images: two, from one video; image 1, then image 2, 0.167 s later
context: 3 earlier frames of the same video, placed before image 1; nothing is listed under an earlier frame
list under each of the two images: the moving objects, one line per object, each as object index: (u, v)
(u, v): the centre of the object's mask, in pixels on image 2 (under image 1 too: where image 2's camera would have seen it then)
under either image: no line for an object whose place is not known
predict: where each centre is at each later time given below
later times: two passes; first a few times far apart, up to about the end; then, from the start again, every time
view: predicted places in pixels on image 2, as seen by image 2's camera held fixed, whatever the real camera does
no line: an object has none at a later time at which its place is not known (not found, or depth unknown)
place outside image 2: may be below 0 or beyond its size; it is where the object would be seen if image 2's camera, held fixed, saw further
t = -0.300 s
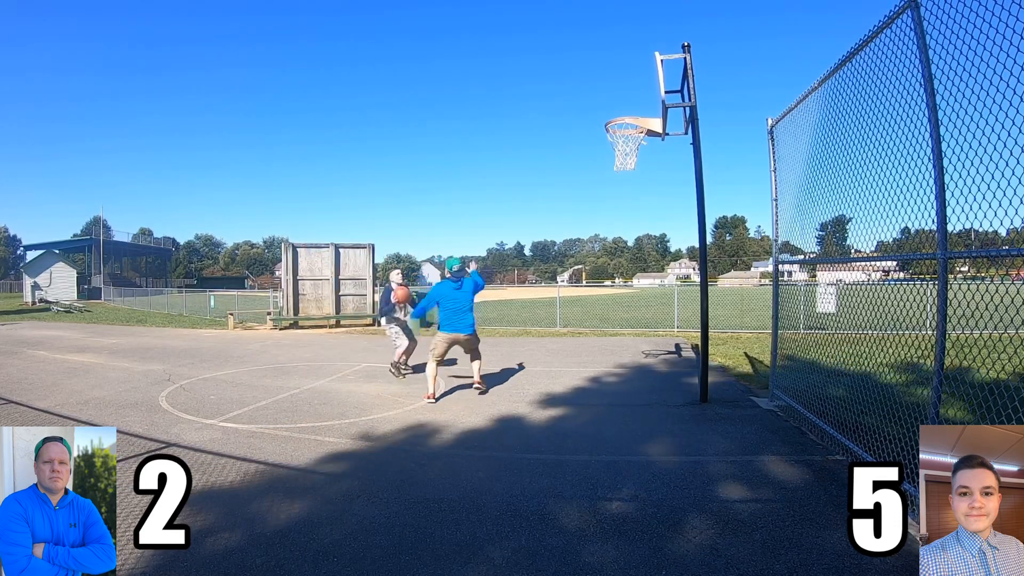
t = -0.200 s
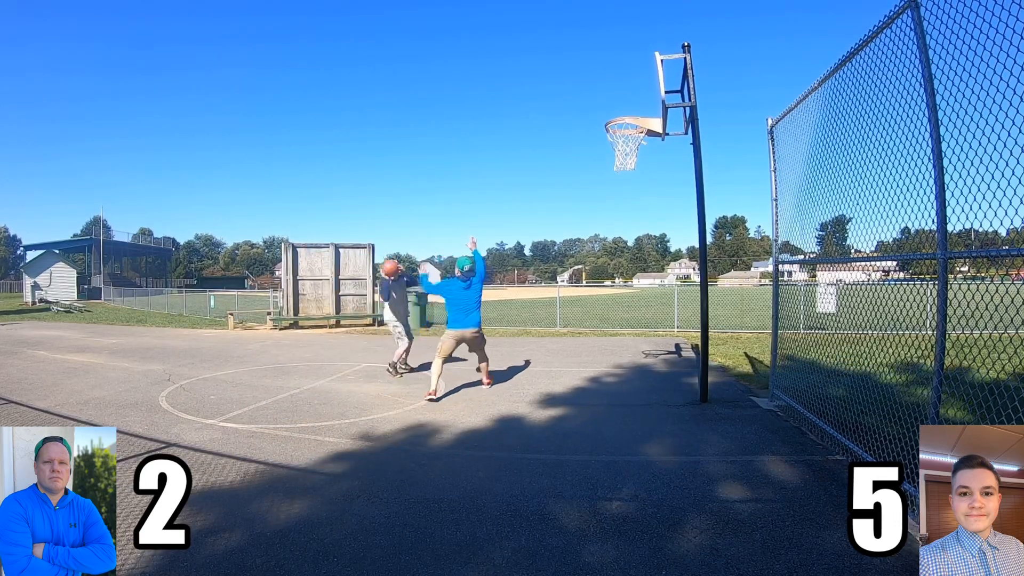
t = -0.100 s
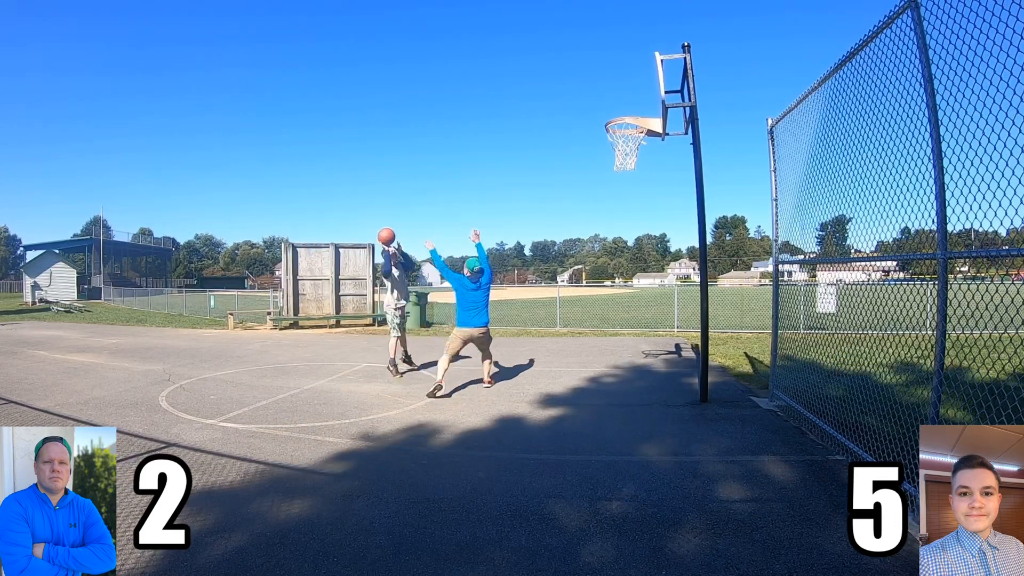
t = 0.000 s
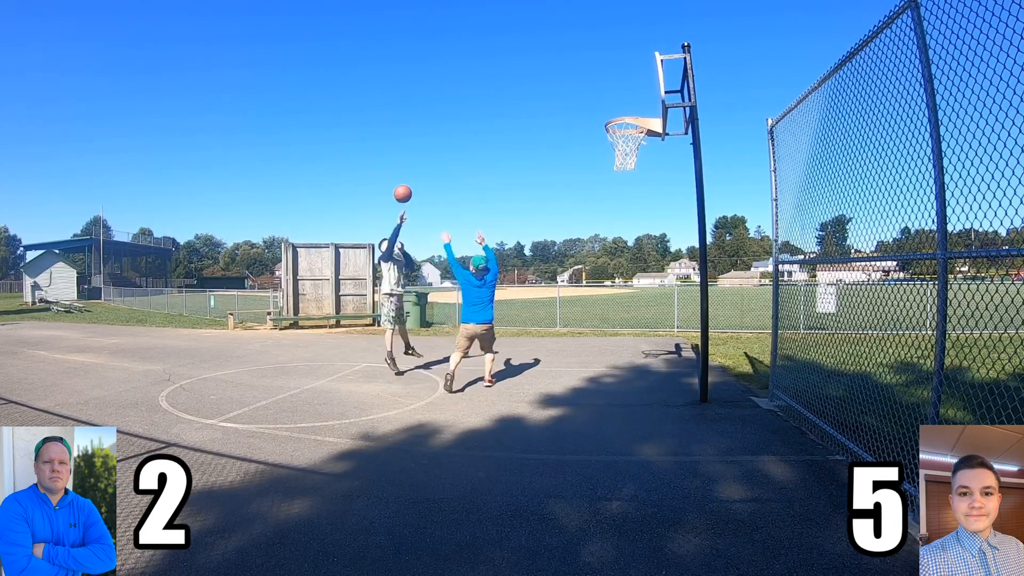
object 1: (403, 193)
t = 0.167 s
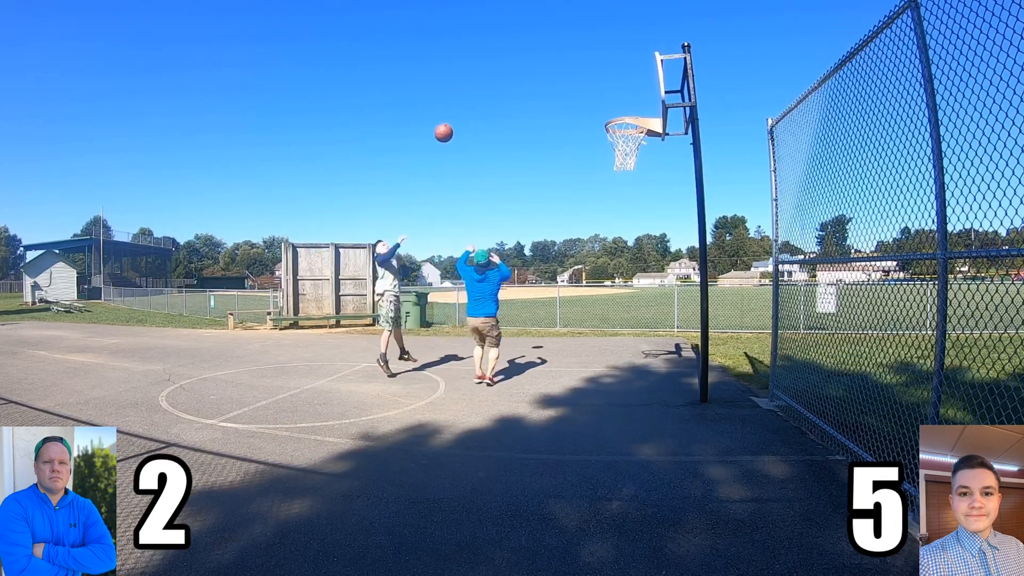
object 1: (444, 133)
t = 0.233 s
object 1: (461, 114)
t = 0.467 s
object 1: (521, 73)
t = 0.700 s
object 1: (585, 73)
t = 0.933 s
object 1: (647, 100)
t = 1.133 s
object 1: (632, 76)
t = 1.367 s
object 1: (615, 89)
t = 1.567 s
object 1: (602, 140)
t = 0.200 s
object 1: (452, 123)
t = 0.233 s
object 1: (461, 114)
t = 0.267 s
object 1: (469, 106)
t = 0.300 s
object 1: (477, 98)
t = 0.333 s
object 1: (486, 92)
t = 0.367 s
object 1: (495, 86)
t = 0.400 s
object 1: (503, 81)
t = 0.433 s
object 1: (512, 76)
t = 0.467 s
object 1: (521, 73)
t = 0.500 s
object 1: (530, 71)
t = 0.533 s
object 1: (539, 69)
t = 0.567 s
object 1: (548, 68)
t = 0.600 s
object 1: (557, 68)
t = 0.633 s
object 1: (566, 69)
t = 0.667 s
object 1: (575, 70)
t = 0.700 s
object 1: (585, 73)
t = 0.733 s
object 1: (595, 76)
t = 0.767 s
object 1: (604, 81)
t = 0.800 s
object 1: (614, 87)
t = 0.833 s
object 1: (625, 93)
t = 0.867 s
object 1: (635, 101)
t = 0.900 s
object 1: (645, 108)
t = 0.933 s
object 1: (647, 100)
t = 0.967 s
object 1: (646, 93)
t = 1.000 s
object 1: (643, 88)
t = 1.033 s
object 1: (640, 83)
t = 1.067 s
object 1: (638, 80)
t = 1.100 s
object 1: (635, 77)
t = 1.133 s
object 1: (632, 76)
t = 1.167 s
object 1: (629, 75)
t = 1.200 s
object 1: (627, 75)
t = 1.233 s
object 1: (624, 76)
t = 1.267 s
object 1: (622, 78)
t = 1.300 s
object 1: (620, 81)
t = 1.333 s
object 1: (617, 85)
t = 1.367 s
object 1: (615, 89)
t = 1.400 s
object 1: (613, 95)
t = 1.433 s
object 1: (610, 102)
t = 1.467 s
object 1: (608, 110)
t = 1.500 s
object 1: (606, 119)
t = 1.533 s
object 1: (604, 129)
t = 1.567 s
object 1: (602, 140)
